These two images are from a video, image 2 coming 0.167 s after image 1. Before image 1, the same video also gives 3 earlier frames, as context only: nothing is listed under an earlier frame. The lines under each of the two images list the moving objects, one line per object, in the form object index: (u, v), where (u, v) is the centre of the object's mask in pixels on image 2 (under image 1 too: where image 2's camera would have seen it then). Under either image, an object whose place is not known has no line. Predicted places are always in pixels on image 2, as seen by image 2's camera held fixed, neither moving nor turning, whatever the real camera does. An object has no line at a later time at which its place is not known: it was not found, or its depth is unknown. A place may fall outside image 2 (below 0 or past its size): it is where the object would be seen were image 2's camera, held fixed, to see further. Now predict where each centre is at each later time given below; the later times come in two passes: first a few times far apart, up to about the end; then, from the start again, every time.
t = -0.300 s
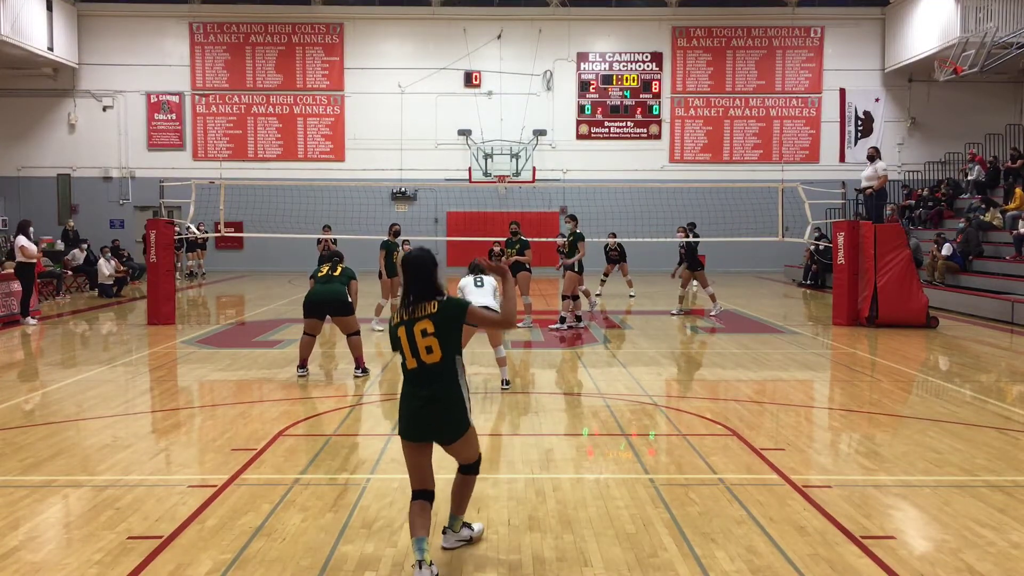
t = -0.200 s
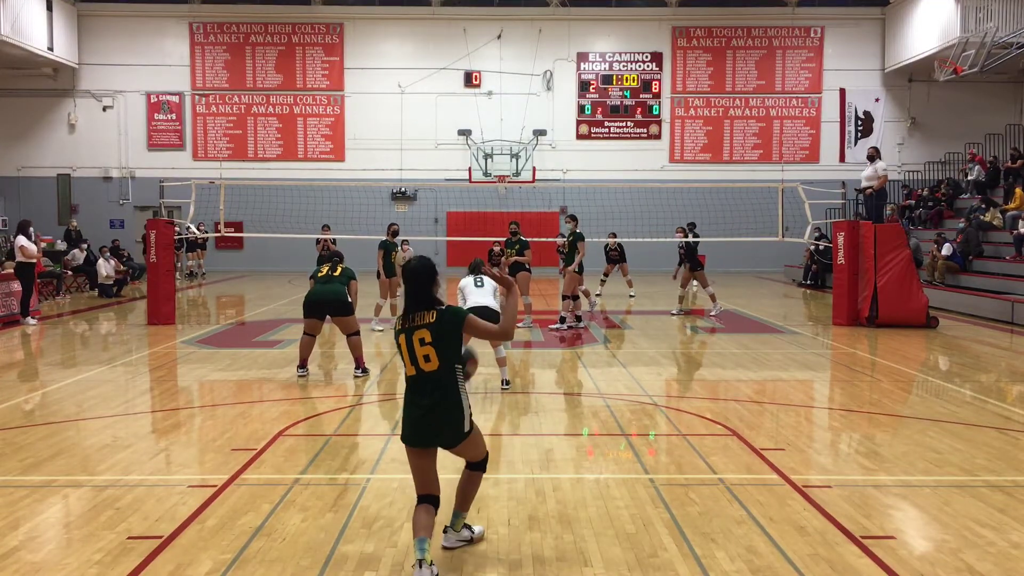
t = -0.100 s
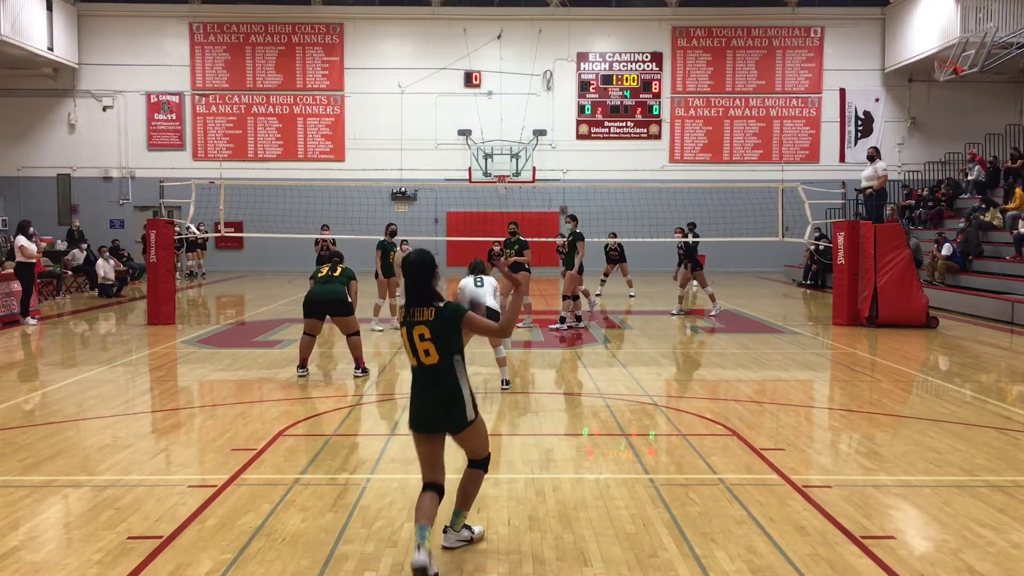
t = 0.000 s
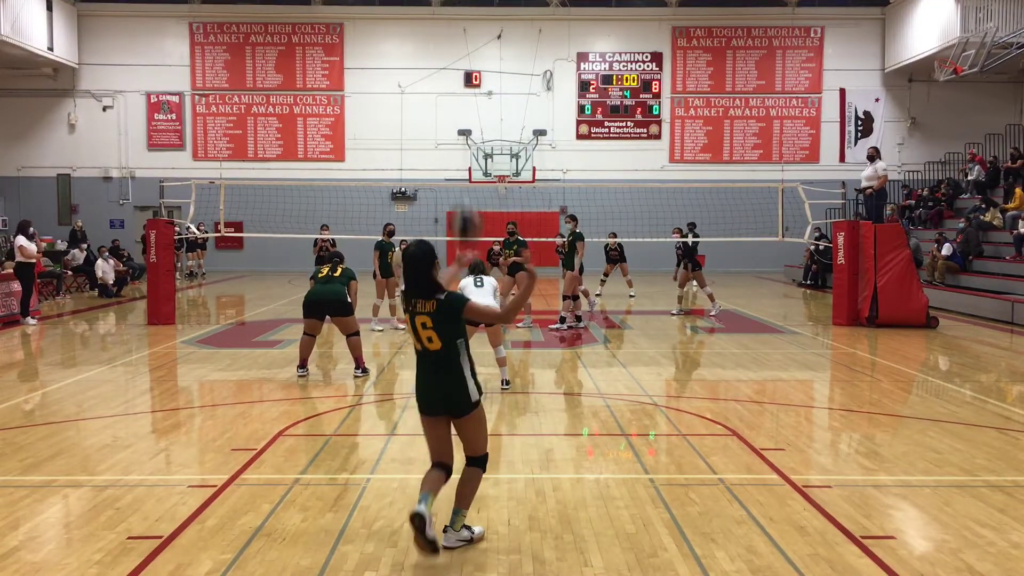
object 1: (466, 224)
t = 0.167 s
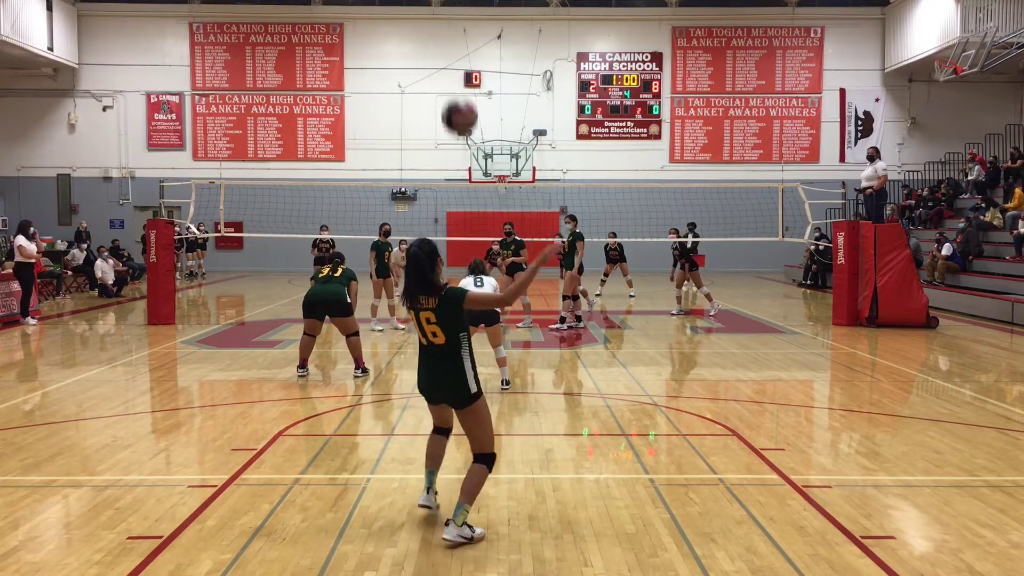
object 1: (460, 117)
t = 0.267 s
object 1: (456, 76)
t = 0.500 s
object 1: (450, 51)
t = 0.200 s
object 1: (458, 101)
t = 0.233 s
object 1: (457, 87)
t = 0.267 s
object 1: (456, 76)
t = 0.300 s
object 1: (455, 67)
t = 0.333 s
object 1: (454, 60)
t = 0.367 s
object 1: (454, 54)
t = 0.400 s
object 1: (453, 51)
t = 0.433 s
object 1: (452, 49)
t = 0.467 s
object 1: (451, 49)
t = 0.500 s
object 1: (450, 51)
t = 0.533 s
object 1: (450, 55)
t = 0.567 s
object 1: (449, 60)
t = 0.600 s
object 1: (447, 68)
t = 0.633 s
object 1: (447, 77)
